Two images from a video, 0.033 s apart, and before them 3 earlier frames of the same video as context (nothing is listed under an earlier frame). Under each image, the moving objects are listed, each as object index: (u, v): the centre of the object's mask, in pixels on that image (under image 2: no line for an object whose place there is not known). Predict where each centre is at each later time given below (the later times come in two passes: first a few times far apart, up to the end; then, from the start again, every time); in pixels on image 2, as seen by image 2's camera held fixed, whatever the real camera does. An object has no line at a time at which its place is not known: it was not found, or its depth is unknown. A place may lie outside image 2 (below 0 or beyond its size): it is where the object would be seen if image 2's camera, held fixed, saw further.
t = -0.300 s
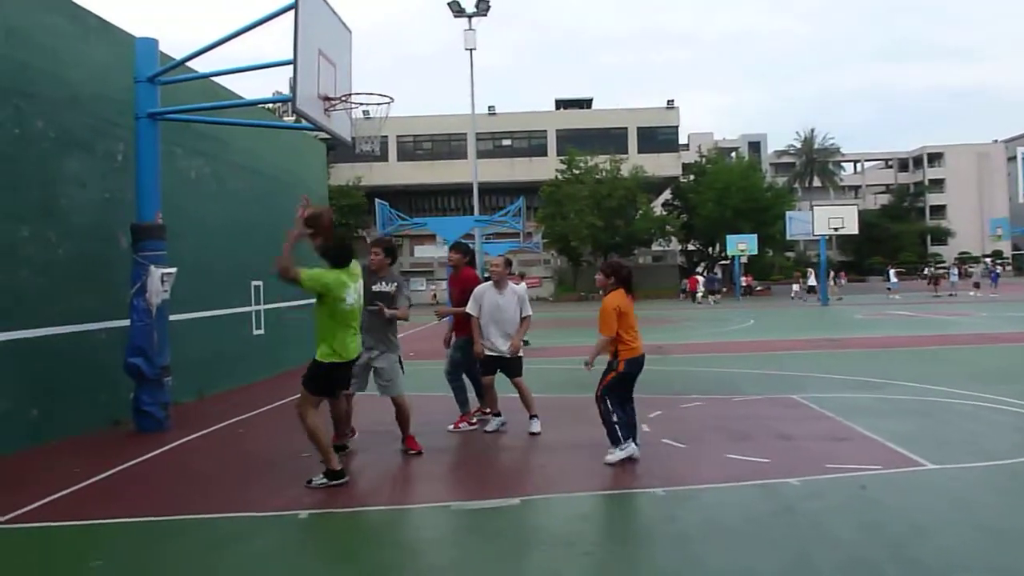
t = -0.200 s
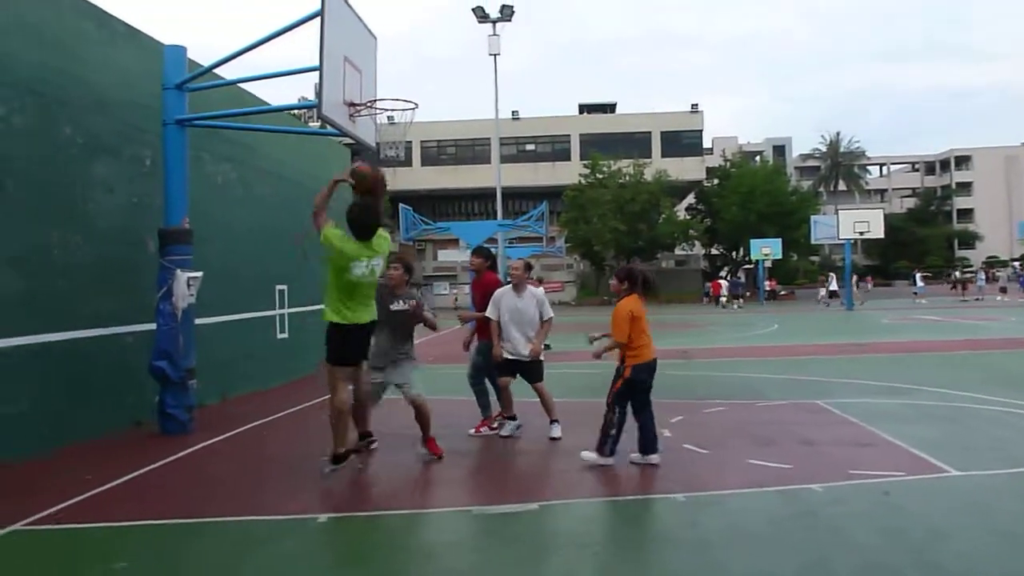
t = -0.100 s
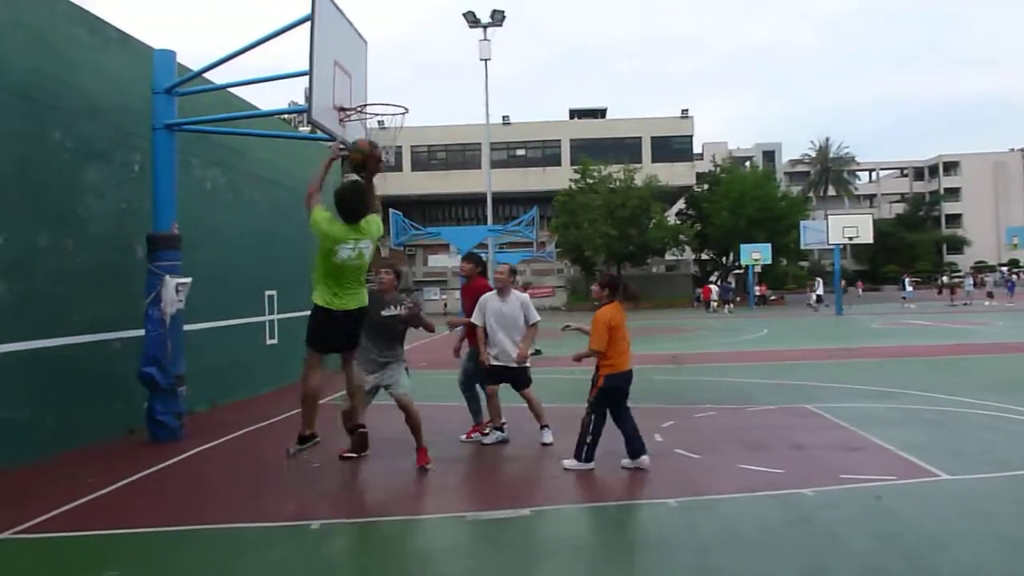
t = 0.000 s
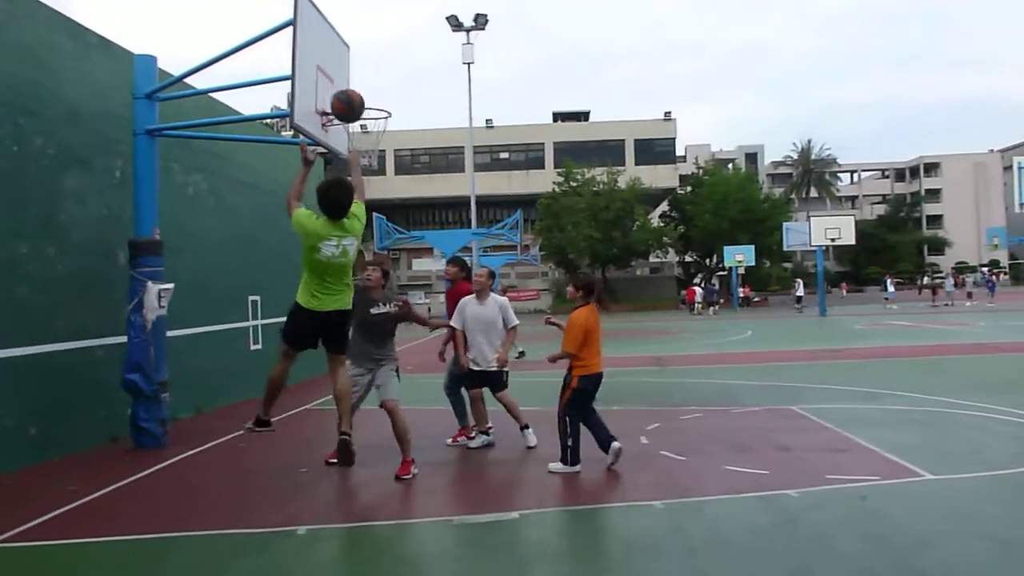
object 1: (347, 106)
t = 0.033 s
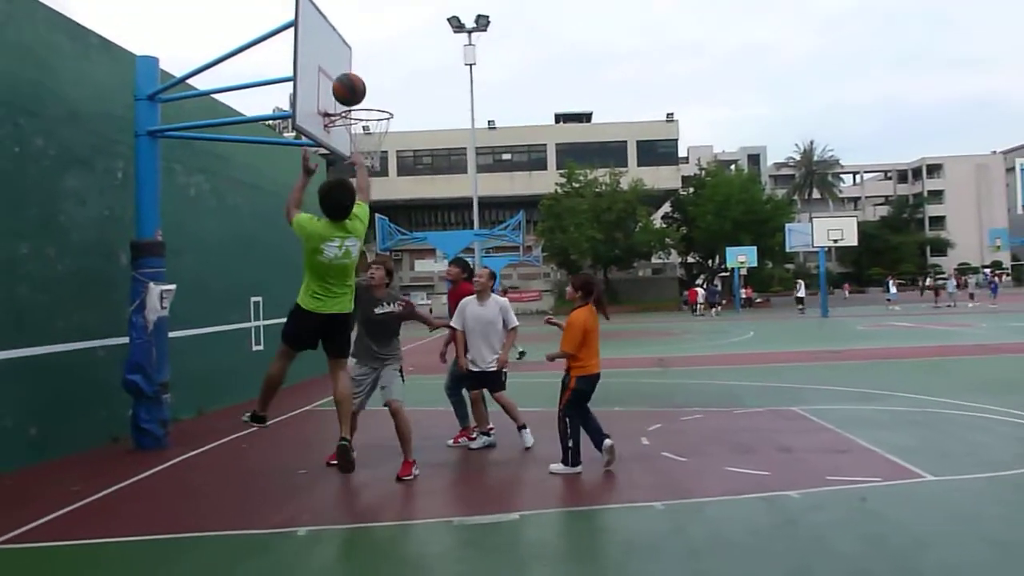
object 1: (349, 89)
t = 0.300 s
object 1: (345, 17)
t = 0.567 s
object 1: (343, 36)
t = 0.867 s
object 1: (351, 121)
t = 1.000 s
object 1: (351, 161)
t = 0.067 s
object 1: (348, 74)
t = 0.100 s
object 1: (347, 60)
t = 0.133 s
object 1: (347, 49)
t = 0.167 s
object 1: (346, 39)
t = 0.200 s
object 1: (347, 31)
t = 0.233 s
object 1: (345, 25)
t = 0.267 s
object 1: (345, 20)
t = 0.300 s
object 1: (345, 17)
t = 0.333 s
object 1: (345, 15)
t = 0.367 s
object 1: (344, 15)
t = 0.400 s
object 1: (344, 16)
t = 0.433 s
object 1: (344, 17)
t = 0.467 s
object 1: (345, 19)
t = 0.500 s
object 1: (343, 24)
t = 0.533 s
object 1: (343, 30)
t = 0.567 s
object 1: (343, 36)
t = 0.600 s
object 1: (343, 44)
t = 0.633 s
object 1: (342, 52)
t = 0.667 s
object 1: (343, 61)
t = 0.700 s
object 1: (343, 72)
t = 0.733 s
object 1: (343, 84)
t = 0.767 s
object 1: (343, 94)
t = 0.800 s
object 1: (347, 104)
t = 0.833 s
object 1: (350, 114)
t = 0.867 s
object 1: (351, 121)
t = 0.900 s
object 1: (351, 130)
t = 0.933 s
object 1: (353, 139)
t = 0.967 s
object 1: (348, 149)
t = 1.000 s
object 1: (351, 161)
